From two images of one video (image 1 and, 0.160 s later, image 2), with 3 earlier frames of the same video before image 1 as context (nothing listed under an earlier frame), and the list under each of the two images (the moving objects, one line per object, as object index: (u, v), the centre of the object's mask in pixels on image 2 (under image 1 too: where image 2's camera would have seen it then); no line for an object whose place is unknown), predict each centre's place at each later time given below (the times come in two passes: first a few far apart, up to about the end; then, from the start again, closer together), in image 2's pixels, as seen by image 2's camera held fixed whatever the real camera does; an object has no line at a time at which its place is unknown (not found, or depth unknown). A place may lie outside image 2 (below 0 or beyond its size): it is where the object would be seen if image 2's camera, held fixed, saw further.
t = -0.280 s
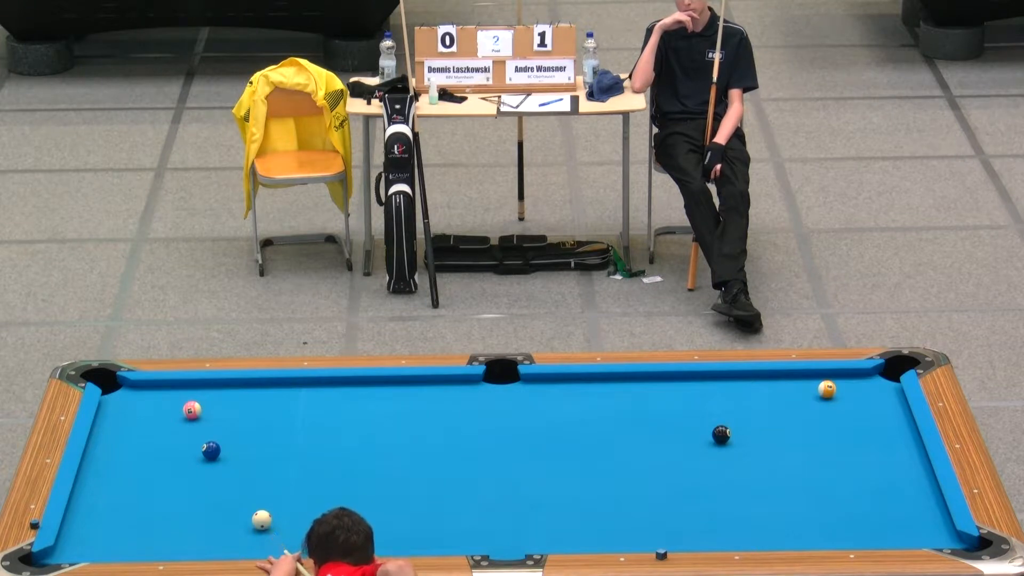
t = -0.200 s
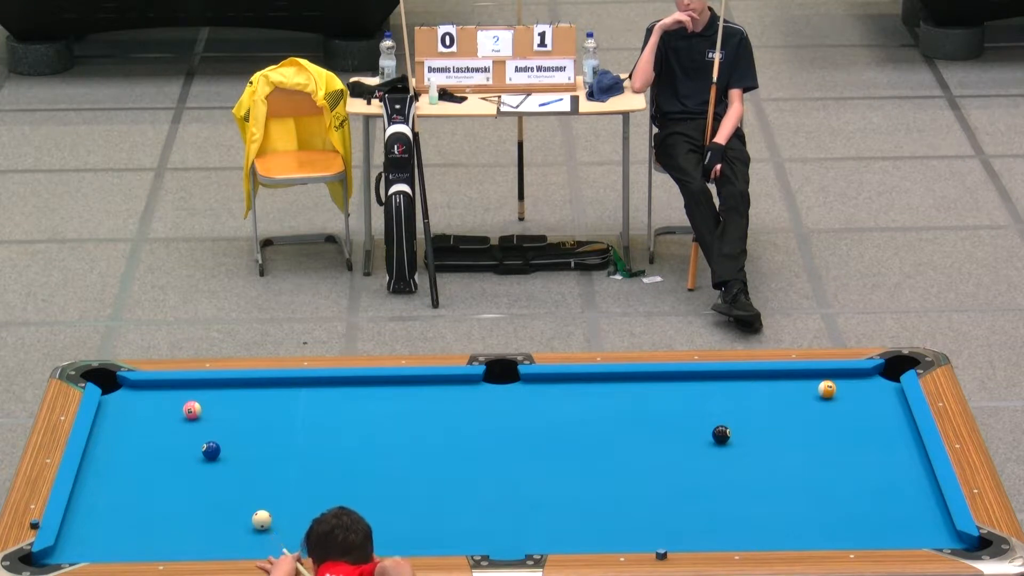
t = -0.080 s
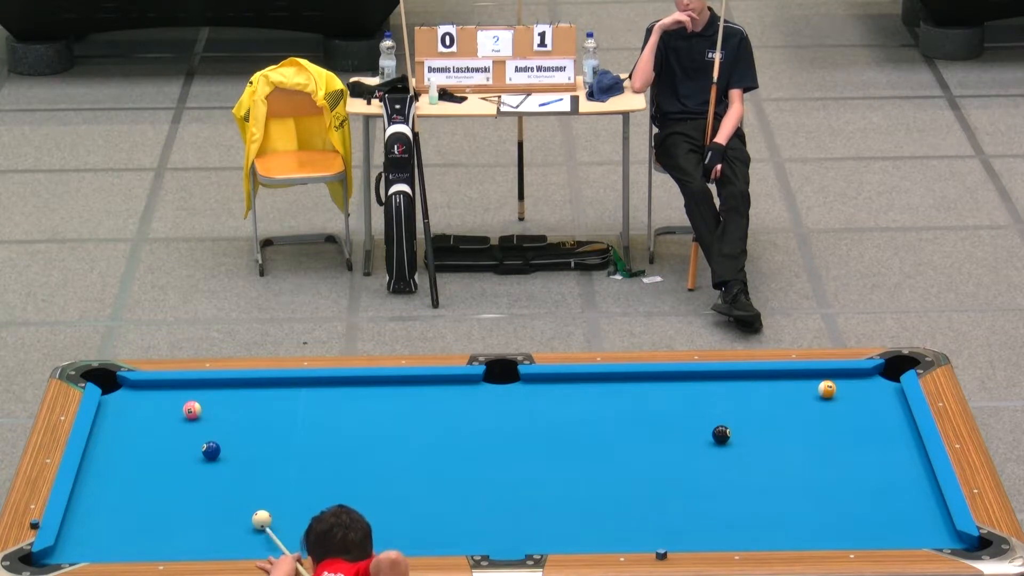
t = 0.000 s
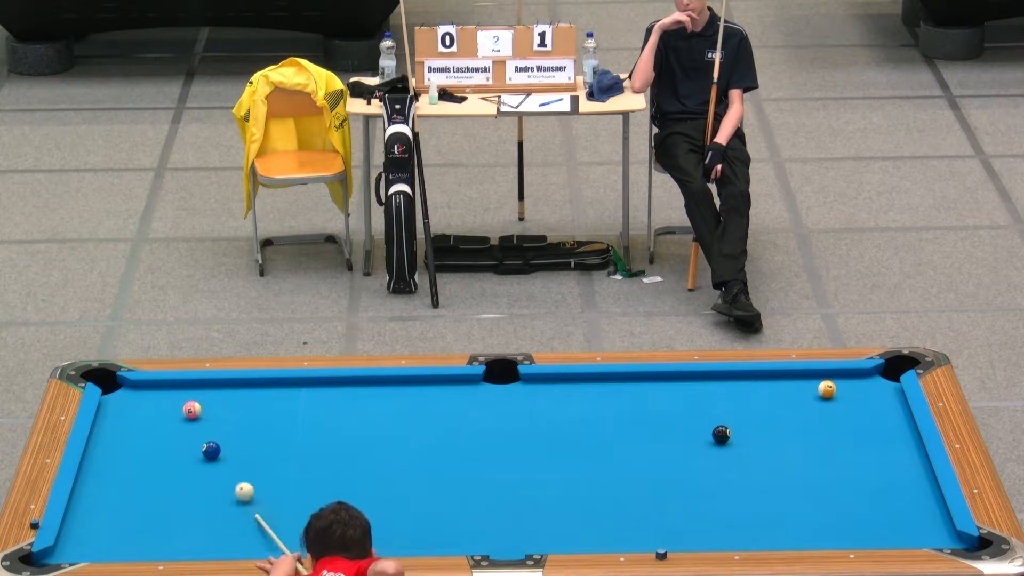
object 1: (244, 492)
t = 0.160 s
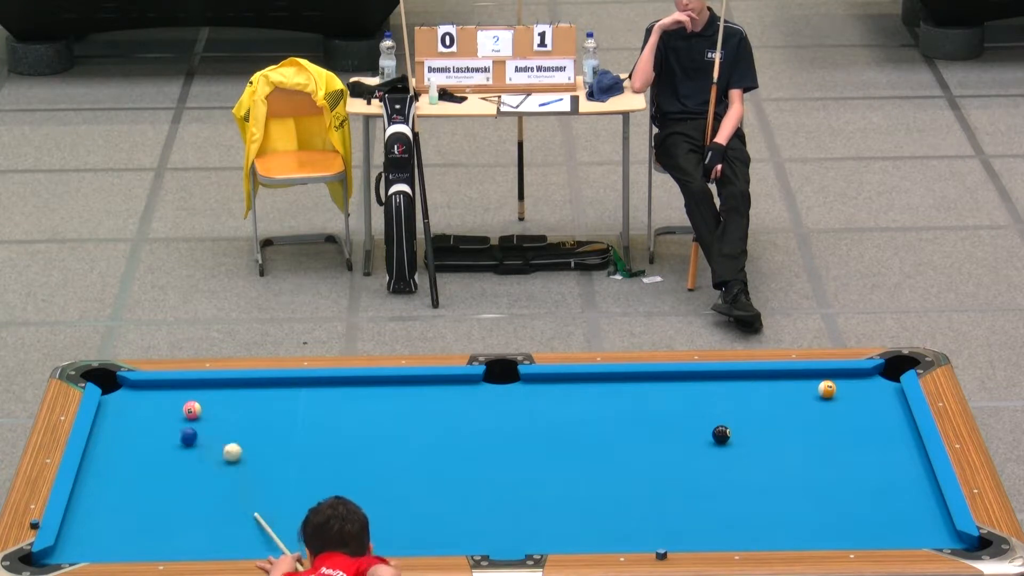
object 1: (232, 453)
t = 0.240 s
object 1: (246, 449)
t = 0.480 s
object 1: (283, 444)
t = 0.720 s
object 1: (317, 440)
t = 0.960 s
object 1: (351, 432)
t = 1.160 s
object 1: (377, 433)
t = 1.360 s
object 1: (399, 430)
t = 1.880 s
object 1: (455, 423)
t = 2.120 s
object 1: (478, 420)
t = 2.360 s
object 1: (500, 417)
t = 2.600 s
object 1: (521, 414)
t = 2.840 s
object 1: (539, 411)
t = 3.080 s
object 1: (556, 409)
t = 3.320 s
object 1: (572, 406)
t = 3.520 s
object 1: (584, 404)
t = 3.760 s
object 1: (597, 402)
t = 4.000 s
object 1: (609, 400)
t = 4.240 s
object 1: (620, 399)
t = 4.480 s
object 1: (628, 398)
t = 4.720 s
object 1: (636, 397)
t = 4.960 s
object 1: (641, 396)
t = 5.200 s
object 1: (646, 395)
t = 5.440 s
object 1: (649, 394)
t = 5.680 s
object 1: (651, 394)
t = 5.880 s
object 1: (652, 394)
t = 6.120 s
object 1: (652, 394)
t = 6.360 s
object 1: (652, 394)
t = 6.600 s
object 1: (652, 394)
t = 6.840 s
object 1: (652, 394)
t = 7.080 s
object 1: (652, 394)
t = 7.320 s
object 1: (652, 394)
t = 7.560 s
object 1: (652, 394)
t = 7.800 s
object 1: (652, 394)
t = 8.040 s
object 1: (652, 394)
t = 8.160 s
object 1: (652, 394)
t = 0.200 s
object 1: (239, 451)
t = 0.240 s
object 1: (246, 449)
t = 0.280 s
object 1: (253, 448)
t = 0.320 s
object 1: (259, 447)
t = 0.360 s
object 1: (265, 446)
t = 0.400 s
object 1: (271, 446)
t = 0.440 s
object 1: (277, 445)
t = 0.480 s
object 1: (283, 444)
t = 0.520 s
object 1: (289, 444)
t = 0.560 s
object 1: (294, 443)
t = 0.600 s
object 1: (300, 442)
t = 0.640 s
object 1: (306, 442)
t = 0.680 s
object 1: (311, 441)
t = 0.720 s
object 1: (317, 440)
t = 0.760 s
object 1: (322, 439)
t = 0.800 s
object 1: (328, 439)
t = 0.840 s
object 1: (333, 438)
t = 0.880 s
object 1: (338, 436)
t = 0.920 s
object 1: (344, 434)
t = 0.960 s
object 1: (351, 432)
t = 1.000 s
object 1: (357, 430)
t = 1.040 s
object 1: (365, 430)
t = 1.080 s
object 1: (370, 431)
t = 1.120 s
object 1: (374, 433)
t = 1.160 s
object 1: (377, 433)
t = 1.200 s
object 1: (381, 432)
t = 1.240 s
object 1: (384, 432)
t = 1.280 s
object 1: (389, 431)
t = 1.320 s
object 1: (394, 431)
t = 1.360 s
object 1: (399, 430)
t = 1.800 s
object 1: (447, 424)
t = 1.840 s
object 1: (451, 423)
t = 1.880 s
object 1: (455, 423)
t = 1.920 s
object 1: (459, 422)
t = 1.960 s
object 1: (463, 422)
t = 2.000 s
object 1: (467, 421)
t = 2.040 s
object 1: (471, 421)
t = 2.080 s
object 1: (475, 420)
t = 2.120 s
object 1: (478, 420)
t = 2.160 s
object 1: (482, 419)
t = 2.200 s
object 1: (486, 419)
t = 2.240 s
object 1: (489, 418)
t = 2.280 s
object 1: (493, 417)
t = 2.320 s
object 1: (497, 417)
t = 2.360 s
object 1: (500, 417)
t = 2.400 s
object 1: (504, 416)
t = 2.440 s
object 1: (507, 416)
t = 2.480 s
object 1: (511, 415)
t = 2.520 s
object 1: (514, 415)
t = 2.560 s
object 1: (517, 414)
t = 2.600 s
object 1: (521, 414)
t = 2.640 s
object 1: (524, 413)
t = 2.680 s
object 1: (527, 413)
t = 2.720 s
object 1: (530, 412)
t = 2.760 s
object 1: (533, 412)
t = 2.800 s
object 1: (536, 411)
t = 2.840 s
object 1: (539, 411)
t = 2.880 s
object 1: (542, 410)
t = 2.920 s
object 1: (545, 410)
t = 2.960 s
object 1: (548, 410)
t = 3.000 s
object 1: (551, 409)
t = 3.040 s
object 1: (554, 409)
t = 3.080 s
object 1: (556, 409)
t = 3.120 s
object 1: (559, 408)
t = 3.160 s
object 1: (562, 408)
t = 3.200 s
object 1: (565, 407)
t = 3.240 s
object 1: (567, 407)
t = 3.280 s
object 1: (570, 406)
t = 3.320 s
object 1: (572, 406)
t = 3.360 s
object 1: (575, 406)
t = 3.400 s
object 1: (577, 405)
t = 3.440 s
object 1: (580, 405)
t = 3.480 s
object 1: (582, 404)
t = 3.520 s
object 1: (584, 404)
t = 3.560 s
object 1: (586, 403)
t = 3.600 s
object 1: (589, 403)
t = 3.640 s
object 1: (591, 403)
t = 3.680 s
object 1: (593, 403)
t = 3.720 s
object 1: (595, 402)
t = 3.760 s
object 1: (597, 402)
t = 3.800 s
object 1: (599, 401)
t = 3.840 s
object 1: (602, 401)
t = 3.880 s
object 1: (604, 401)
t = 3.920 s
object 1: (605, 401)
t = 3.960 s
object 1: (607, 400)
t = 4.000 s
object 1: (609, 400)
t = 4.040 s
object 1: (611, 400)
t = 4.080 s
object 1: (613, 400)
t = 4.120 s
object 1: (614, 399)
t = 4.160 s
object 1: (616, 399)
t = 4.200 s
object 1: (618, 399)
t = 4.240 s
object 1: (620, 399)
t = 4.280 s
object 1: (621, 398)
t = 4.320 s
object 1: (623, 398)
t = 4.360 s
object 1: (624, 398)
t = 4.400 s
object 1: (626, 398)
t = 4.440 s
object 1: (627, 398)
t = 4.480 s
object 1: (628, 398)
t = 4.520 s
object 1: (630, 397)
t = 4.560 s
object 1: (631, 397)
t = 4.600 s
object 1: (633, 397)
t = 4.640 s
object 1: (634, 397)
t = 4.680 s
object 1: (635, 397)
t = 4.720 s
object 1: (636, 397)
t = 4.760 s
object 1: (637, 396)
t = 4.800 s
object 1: (638, 396)
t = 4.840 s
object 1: (639, 396)
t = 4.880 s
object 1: (640, 396)
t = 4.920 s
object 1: (641, 396)
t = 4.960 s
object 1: (641, 396)
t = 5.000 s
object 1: (642, 396)
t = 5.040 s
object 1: (643, 396)
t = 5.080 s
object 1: (644, 395)
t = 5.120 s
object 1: (644, 395)
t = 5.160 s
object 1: (645, 395)
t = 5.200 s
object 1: (646, 395)
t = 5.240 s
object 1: (647, 395)
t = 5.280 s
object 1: (647, 395)
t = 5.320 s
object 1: (648, 395)
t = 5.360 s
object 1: (648, 395)
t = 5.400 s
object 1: (649, 395)
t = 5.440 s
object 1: (649, 394)
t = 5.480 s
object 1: (650, 394)
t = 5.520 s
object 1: (650, 394)
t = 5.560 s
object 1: (650, 394)
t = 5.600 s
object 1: (651, 394)
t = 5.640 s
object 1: (651, 394)
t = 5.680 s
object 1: (651, 394)
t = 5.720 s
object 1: (652, 394)
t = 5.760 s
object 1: (652, 394)
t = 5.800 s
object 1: (652, 394)
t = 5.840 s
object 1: (652, 394)
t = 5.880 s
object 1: (652, 394)
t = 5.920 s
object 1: (652, 394)
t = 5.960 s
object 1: (652, 394)
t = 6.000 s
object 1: (652, 394)
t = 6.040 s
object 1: (652, 394)
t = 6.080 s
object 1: (652, 394)
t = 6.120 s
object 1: (652, 394)
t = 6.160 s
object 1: (652, 394)
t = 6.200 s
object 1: (652, 394)
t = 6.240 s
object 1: (652, 394)
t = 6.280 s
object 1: (652, 394)
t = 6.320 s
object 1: (652, 394)
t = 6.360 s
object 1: (652, 394)
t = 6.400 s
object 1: (652, 394)
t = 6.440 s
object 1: (652, 394)
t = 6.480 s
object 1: (652, 394)
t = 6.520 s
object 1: (652, 394)
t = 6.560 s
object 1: (652, 394)
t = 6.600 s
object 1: (652, 394)
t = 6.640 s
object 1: (652, 394)
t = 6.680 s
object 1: (652, 394)
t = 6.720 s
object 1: (652, 394)
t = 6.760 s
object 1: (652, 394)
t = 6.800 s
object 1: (652, 394)
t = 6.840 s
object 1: (652, 394)
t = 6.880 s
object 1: (652, 394)
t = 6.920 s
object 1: (652, 394)
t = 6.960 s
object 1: (652, 394)
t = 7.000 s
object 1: (652, 394)
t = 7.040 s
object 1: (652, 394)
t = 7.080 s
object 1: (652, 394)
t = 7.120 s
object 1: (652, 394)
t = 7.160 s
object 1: (652, 394)
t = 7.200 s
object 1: (652, 394)
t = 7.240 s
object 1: (652, 394)
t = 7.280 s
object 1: (652, 394)
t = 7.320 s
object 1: (652, 394)
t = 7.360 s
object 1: (652, 394)
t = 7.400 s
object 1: (652, 394)
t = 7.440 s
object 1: (652, 394)
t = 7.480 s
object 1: (652, 394)
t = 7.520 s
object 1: (652, 394)
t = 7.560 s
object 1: (652, 394)
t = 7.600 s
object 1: (652, 394)
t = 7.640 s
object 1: (652, 394)
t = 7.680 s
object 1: (652, 394)
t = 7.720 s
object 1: (652, 394)
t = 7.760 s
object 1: (652, 394)
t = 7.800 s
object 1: (652, 394)
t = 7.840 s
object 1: (652, 394)
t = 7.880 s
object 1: (652, 394)
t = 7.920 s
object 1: (652, 394)
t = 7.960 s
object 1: (652, 394)
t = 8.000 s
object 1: (652, 394)
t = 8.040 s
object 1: (652, 394)
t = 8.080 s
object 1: (652, 394)
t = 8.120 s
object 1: (652, 394)
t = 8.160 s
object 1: (652, 394)
